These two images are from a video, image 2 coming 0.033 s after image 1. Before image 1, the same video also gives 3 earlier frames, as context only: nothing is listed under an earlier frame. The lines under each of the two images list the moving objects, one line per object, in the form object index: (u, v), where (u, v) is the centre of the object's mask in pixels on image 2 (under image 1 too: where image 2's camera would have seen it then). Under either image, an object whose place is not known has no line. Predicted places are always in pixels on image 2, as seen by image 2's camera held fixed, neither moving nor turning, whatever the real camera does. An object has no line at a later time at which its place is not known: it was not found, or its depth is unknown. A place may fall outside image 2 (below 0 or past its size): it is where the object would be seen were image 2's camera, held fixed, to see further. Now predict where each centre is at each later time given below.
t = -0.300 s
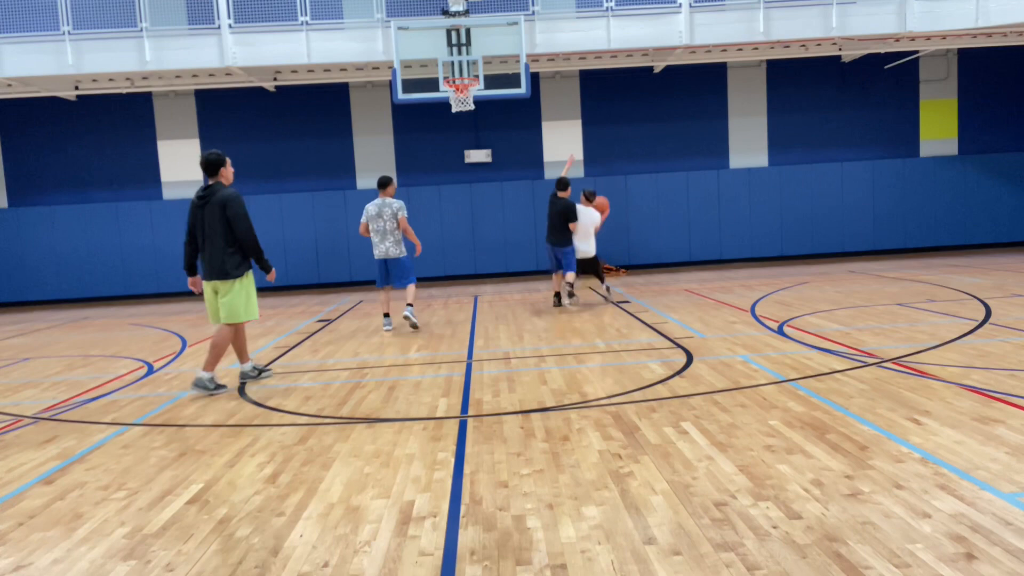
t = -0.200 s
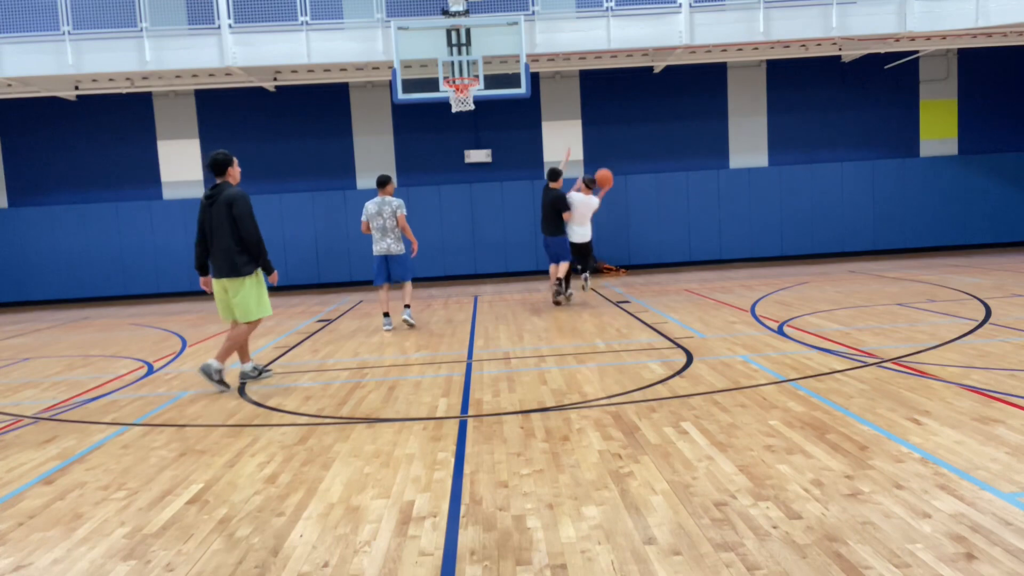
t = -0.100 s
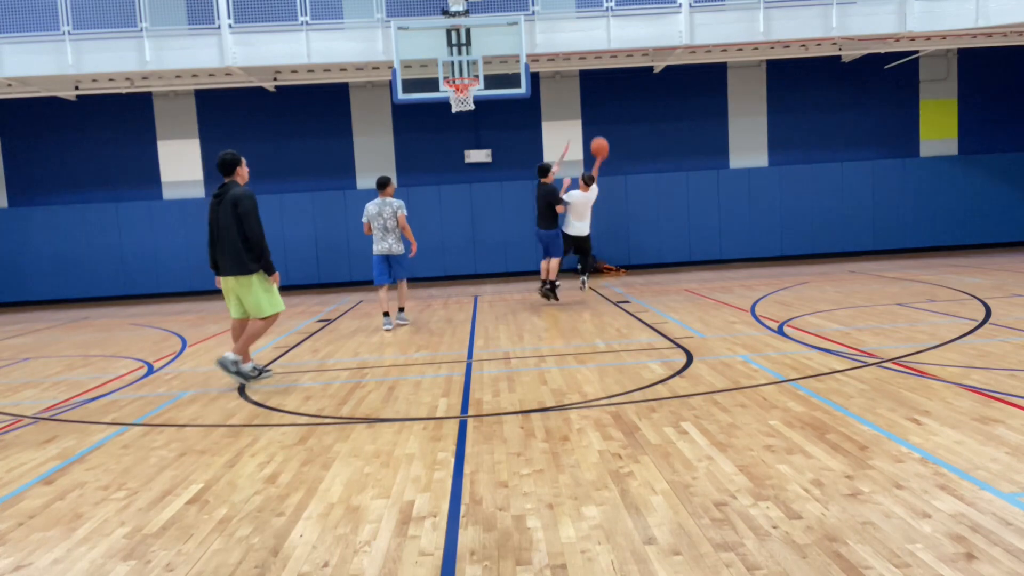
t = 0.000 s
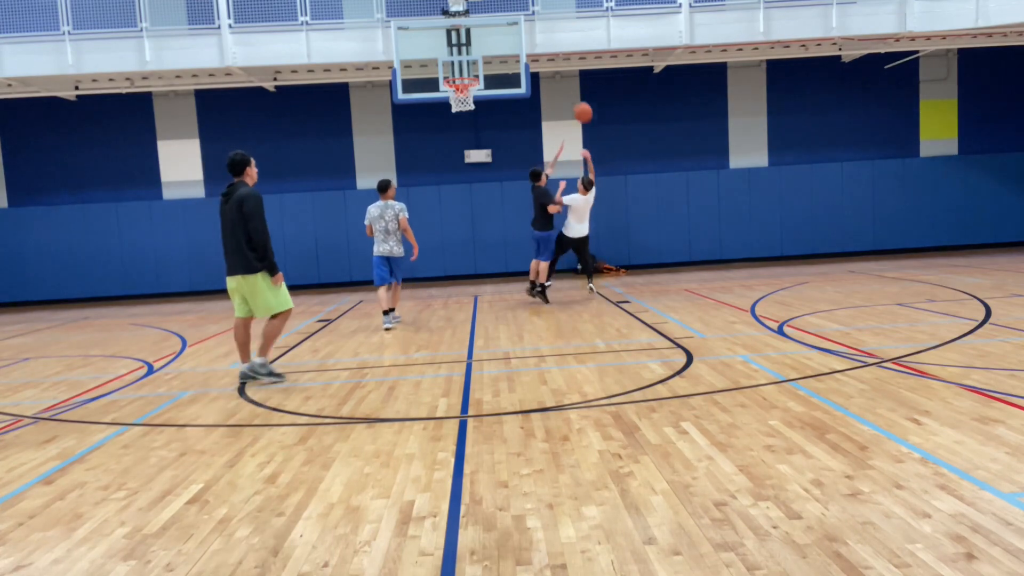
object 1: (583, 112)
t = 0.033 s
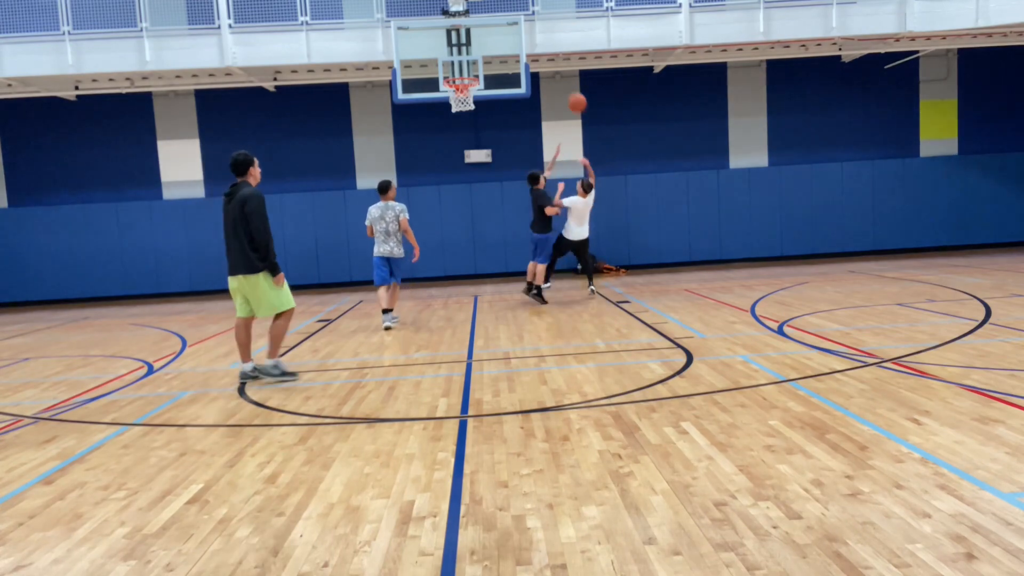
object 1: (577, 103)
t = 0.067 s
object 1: (572, 94)
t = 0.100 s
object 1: (565, 85)
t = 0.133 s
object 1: (560, 79)
